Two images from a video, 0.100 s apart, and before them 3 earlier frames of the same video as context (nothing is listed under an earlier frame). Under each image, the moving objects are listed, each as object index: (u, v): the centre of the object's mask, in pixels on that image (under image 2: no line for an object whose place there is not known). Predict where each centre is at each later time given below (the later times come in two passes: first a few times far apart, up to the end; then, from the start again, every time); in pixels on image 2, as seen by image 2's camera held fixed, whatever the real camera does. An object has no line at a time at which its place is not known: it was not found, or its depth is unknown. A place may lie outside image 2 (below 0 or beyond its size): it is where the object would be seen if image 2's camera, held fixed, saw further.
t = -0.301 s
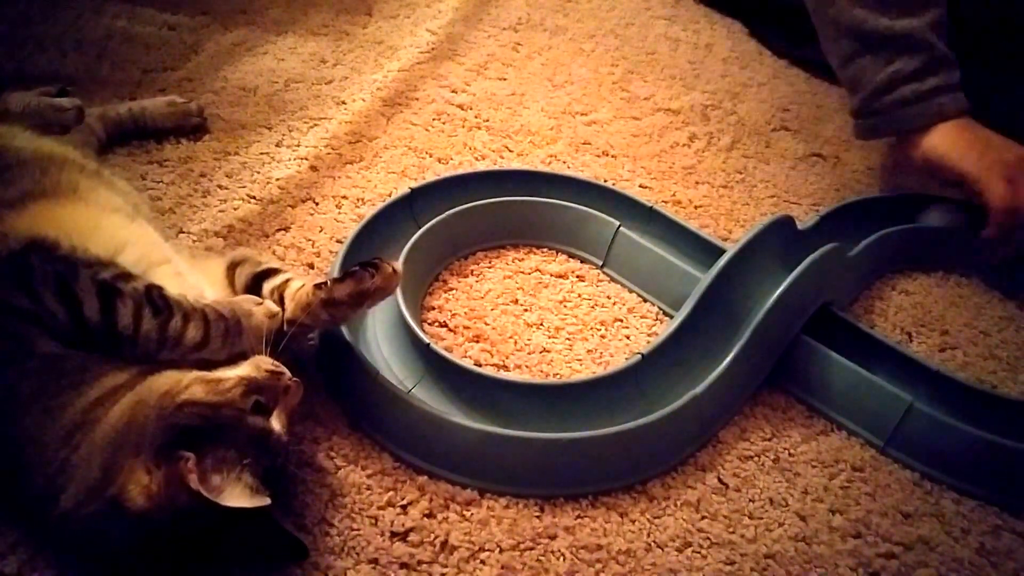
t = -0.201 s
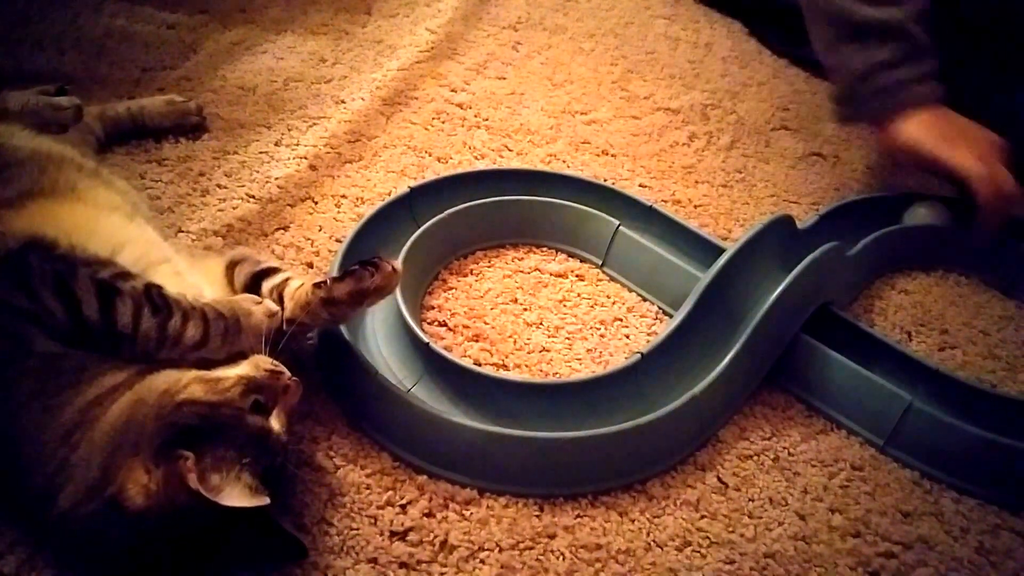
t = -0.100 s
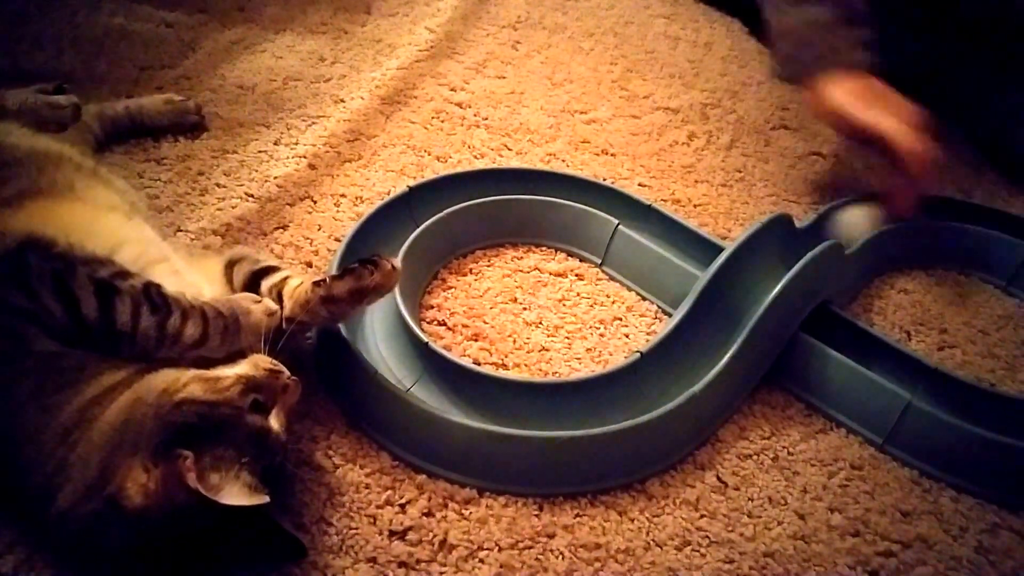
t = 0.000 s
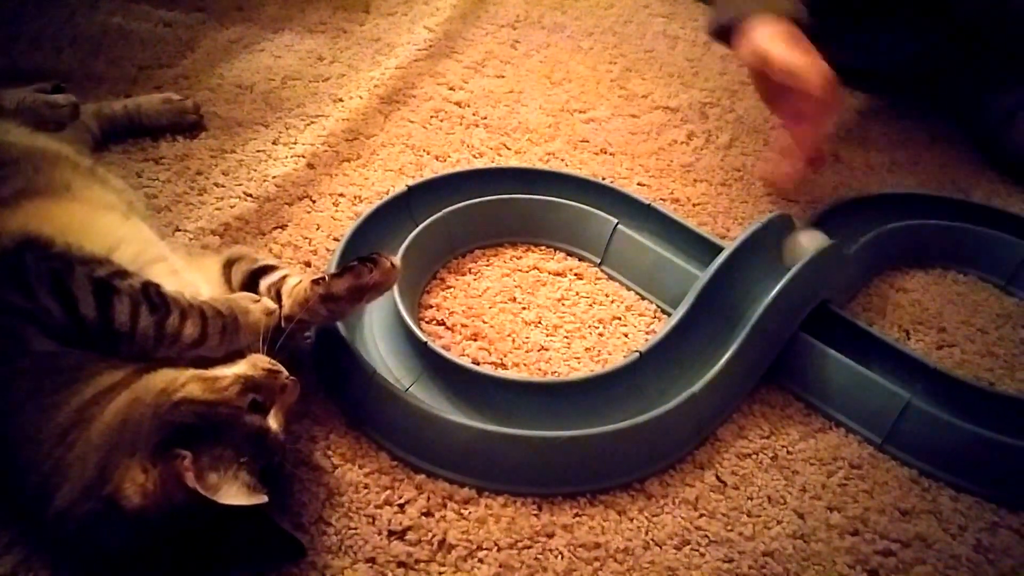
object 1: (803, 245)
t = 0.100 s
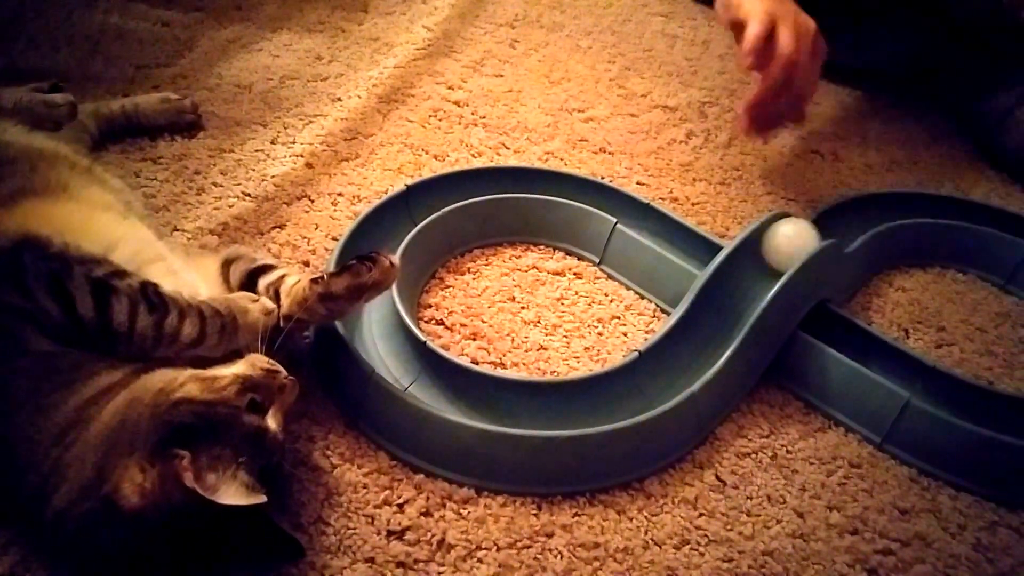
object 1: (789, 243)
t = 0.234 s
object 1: (750, 278)
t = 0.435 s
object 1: (601, 405)
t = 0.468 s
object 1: (565, 411)
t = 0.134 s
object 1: (781, 247)
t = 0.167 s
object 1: (773, 255)
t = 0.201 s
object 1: (763, 264)
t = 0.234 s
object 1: (750, 278)
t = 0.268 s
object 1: (734, 299)
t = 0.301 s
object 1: (713, 328)
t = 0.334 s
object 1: (688, 356)
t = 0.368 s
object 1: (663, 379)
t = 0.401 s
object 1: (635, 395)
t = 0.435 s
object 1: (601, 405)
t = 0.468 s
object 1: (565, 411)
